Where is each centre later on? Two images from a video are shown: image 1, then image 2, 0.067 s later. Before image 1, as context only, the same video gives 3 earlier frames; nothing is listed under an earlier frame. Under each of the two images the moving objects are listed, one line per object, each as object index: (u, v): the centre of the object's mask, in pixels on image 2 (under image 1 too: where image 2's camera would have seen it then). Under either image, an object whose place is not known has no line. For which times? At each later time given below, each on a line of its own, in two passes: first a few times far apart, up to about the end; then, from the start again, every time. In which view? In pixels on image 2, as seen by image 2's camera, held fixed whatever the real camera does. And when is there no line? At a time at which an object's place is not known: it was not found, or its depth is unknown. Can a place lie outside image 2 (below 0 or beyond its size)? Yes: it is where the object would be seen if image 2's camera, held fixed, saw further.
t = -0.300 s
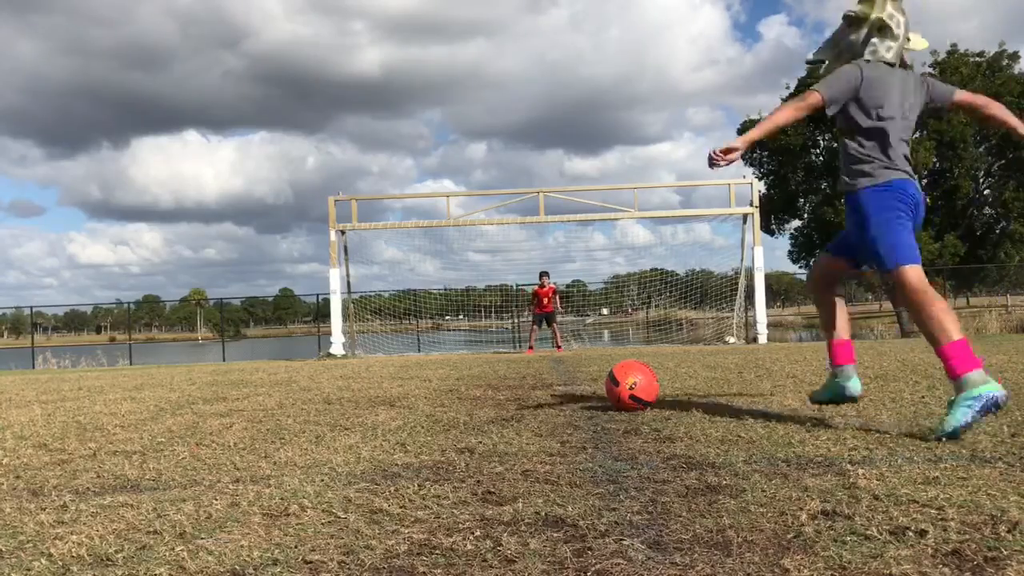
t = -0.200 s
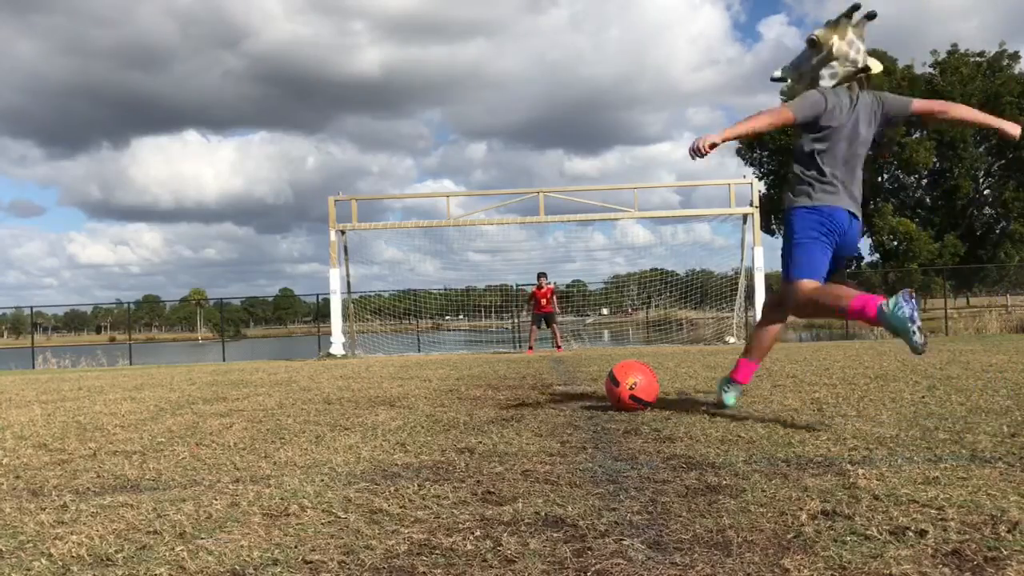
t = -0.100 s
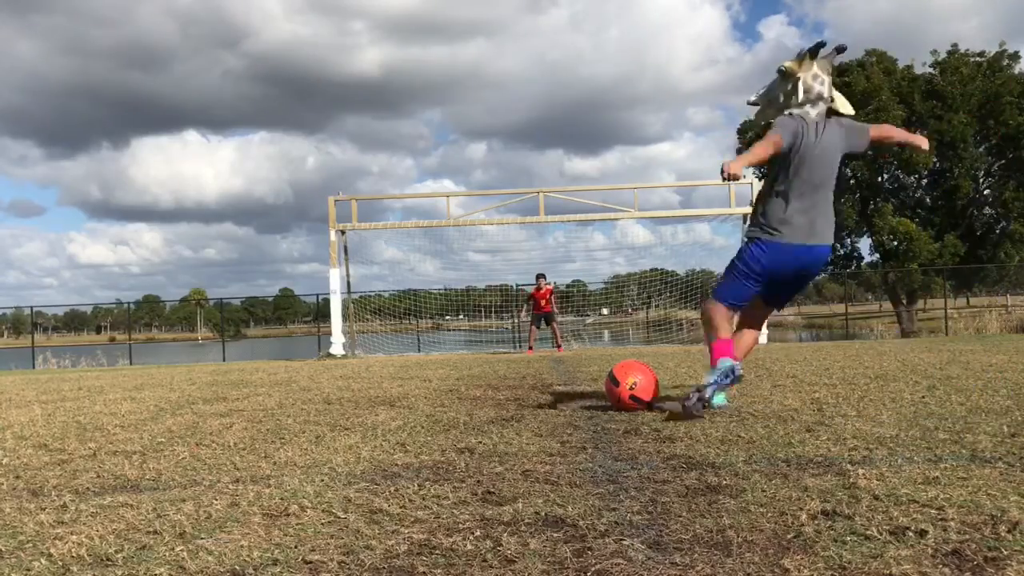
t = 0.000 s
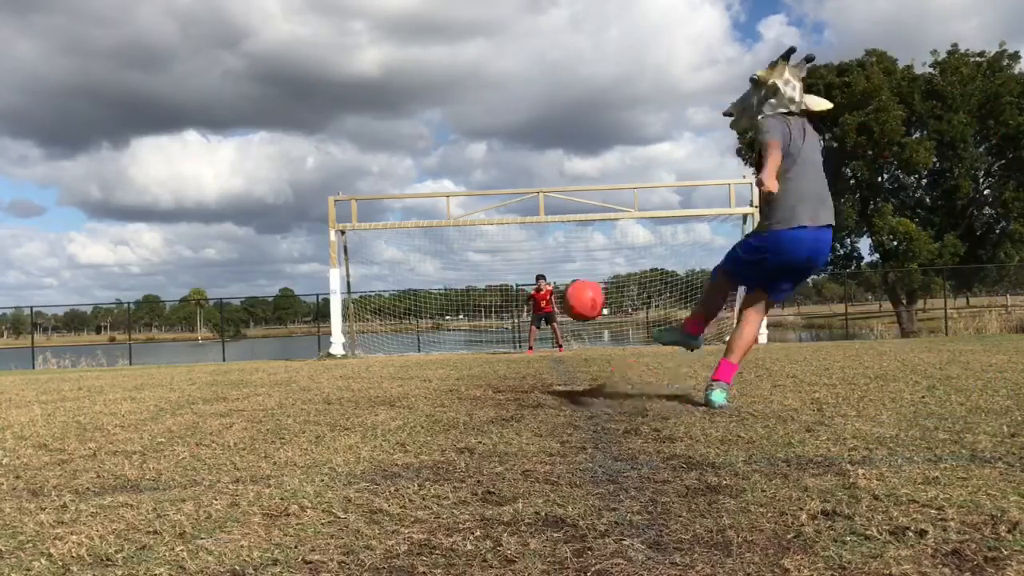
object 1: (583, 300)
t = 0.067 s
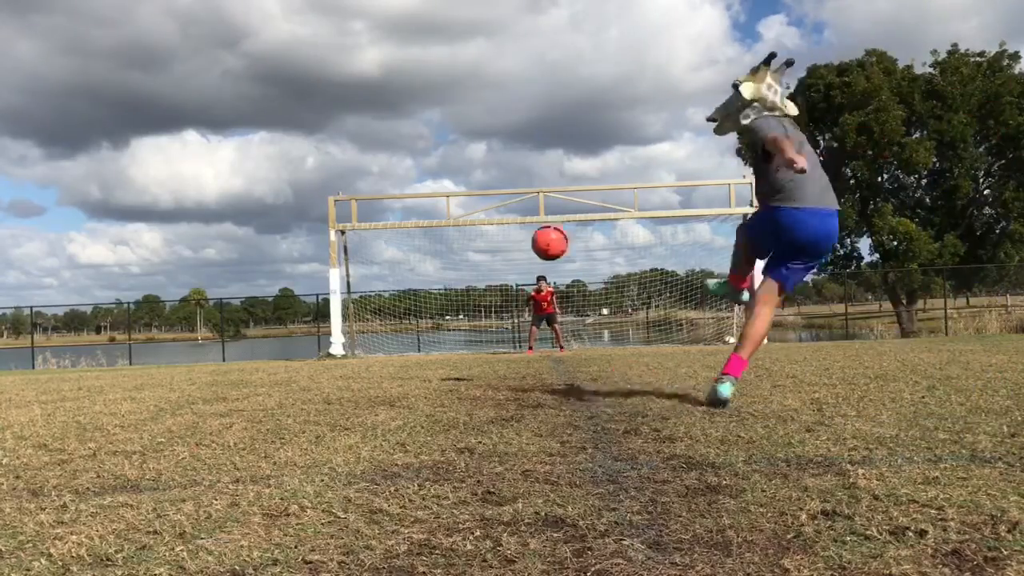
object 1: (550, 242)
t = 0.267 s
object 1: (495, 168)
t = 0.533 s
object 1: (466, 162)
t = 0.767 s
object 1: (455, 193)
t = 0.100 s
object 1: (537, 221)
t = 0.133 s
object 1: (526, 205)
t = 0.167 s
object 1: (516, 192)
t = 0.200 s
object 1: (509, 182)
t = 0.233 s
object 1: (501, 174)
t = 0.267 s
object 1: (495, 168)
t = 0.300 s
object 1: (490, 162)
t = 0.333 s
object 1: (485, 159)
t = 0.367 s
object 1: (481, 157)
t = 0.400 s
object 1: (477, 156)
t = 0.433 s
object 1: (474, 157)
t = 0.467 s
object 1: (471, 157)
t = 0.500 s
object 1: (468, 160)
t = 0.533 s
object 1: (466, 162)
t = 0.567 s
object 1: (464, 165)
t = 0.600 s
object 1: (462, 168)
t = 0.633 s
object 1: (460, 173)
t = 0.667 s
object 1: (458, 178)
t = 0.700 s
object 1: (457, 182)
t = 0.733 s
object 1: (456, 188)
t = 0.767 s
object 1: (455, 193)
